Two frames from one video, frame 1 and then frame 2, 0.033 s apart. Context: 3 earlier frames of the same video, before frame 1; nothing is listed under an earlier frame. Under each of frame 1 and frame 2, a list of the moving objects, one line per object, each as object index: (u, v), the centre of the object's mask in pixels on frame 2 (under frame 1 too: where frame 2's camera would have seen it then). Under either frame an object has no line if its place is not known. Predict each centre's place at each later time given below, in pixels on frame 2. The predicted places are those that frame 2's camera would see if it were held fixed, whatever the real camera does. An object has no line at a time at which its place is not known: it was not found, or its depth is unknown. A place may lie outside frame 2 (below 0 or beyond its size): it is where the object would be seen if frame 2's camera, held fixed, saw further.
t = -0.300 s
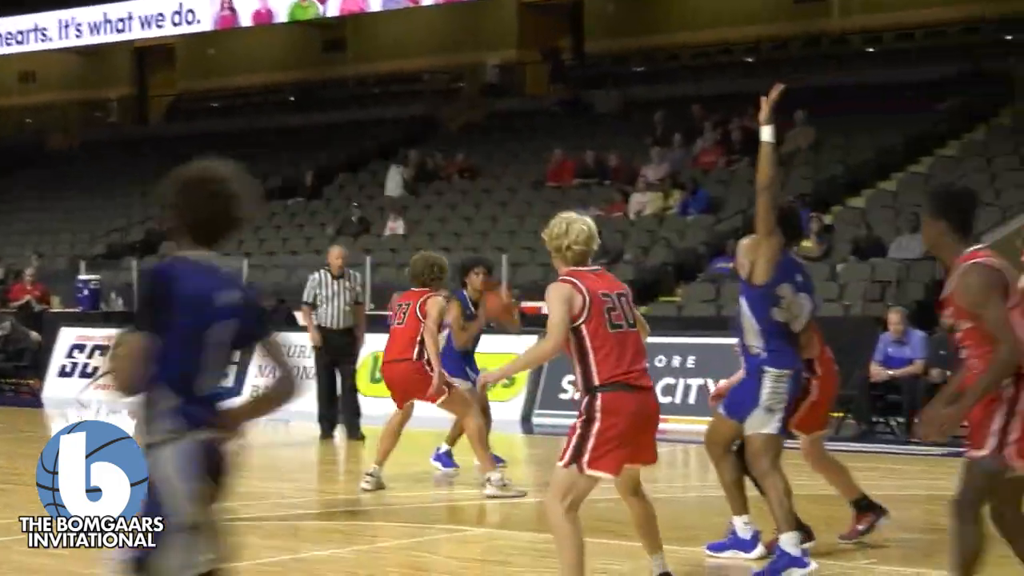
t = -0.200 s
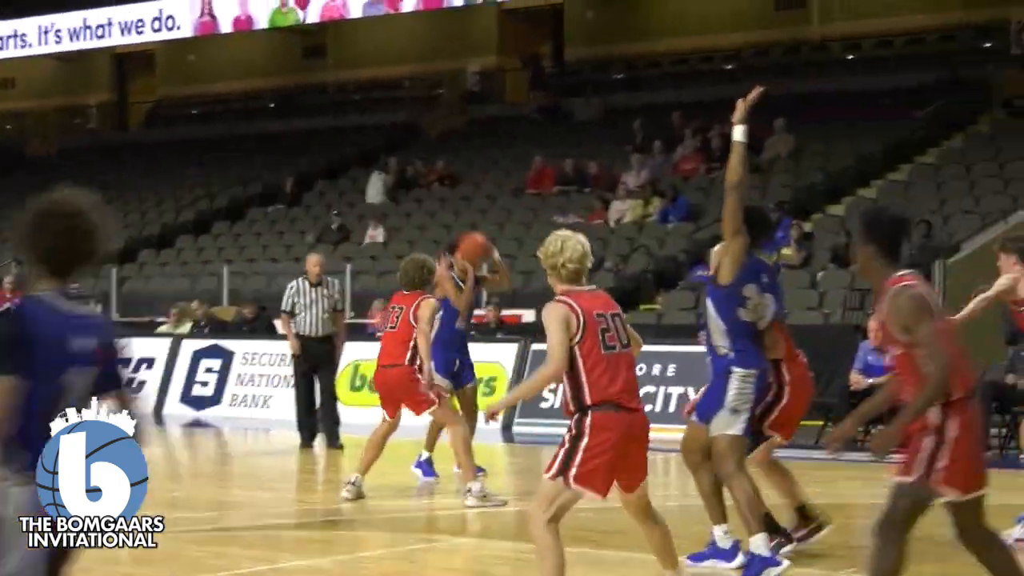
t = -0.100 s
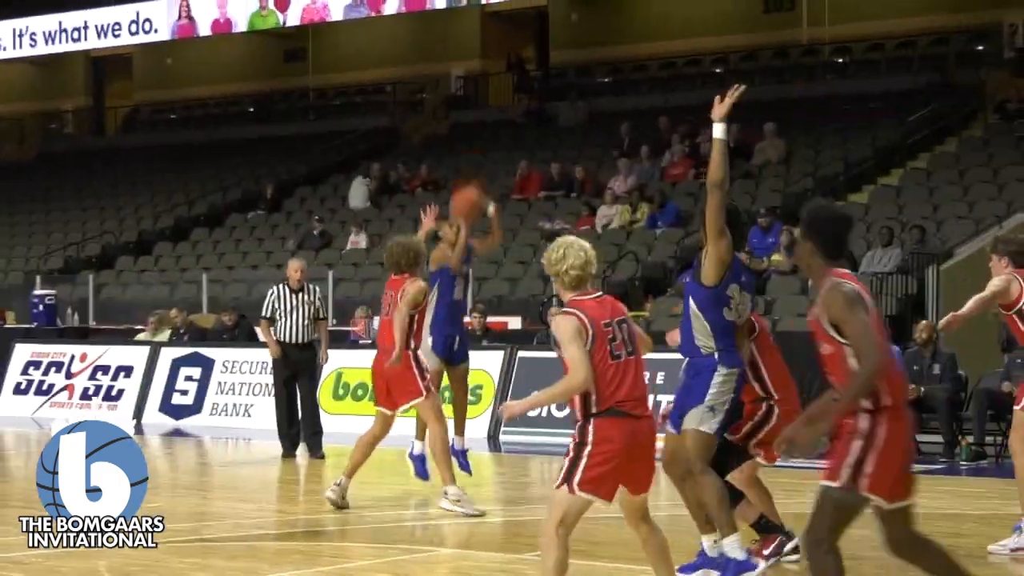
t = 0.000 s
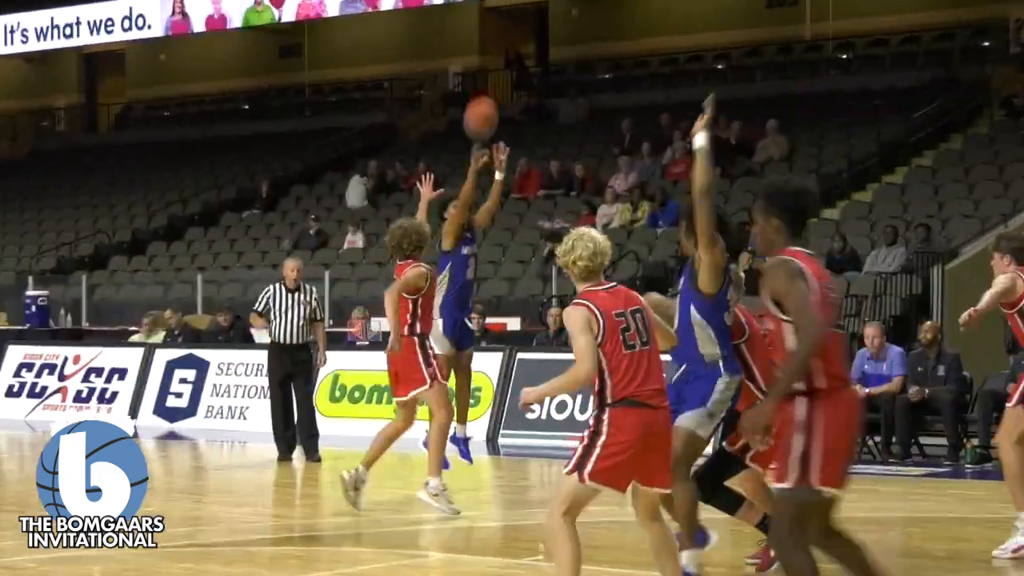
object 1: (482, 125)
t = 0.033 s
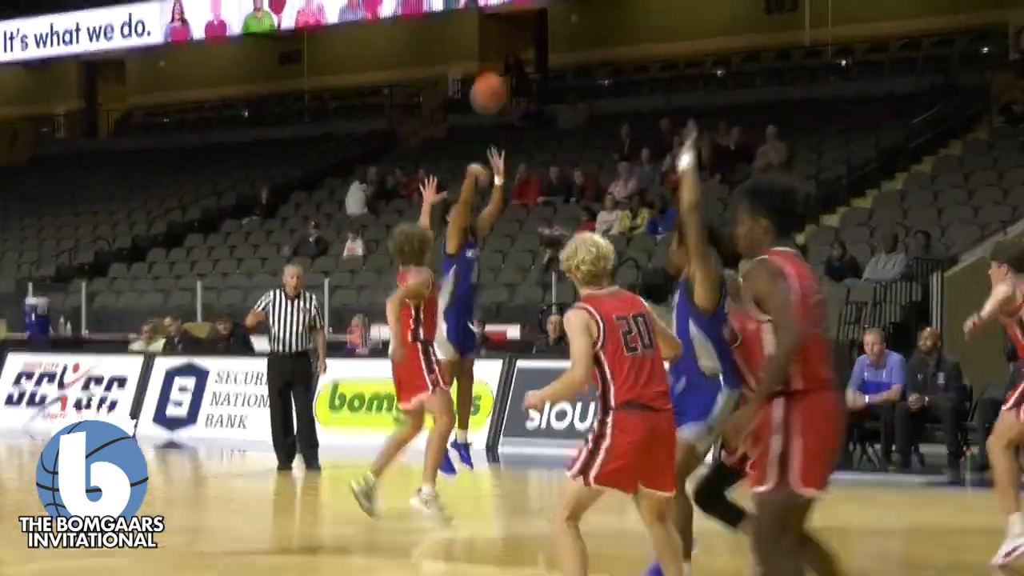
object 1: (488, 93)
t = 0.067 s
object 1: (495, 61)
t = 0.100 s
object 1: (504, 30)
